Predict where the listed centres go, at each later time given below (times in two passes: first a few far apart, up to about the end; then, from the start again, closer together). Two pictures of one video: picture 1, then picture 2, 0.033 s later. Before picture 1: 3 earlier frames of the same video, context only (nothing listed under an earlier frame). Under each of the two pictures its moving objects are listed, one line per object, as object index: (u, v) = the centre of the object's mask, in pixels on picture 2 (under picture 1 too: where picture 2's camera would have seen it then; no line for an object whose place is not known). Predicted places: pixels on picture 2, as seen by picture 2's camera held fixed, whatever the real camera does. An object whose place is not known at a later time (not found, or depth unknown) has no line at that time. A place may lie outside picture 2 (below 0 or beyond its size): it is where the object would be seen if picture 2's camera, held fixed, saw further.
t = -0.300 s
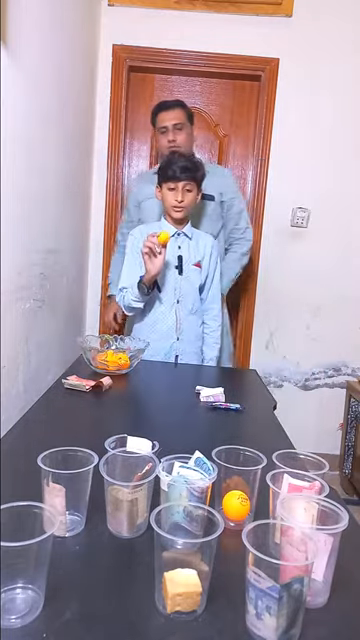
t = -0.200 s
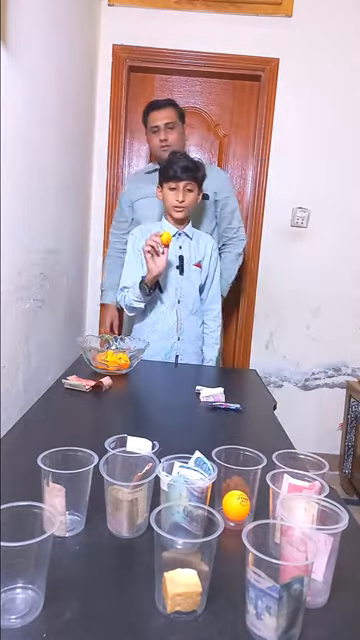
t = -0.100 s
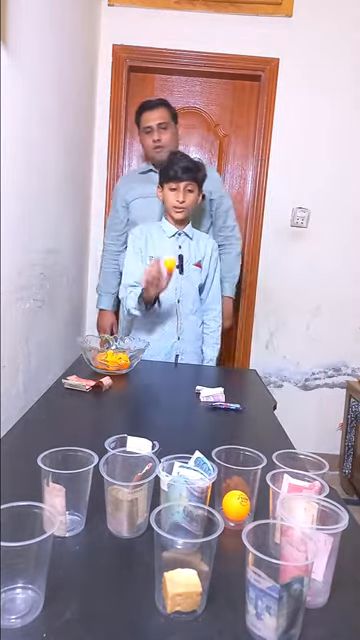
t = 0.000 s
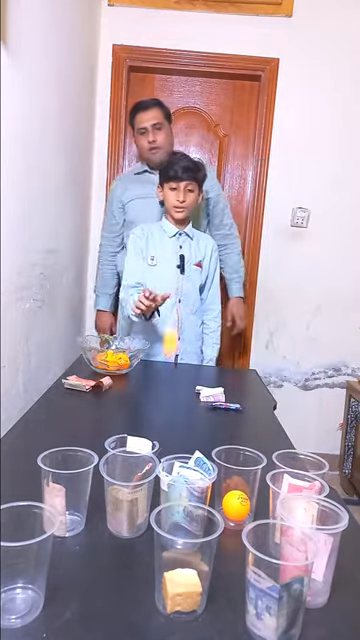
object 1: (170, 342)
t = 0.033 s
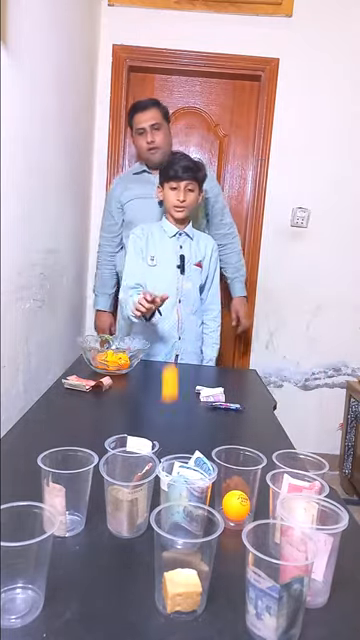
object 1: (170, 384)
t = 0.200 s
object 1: (188, 309)
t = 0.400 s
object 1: (207, 321)
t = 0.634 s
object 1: (183, 556)
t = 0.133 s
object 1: (180, 351)
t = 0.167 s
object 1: (184, 327)
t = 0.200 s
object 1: (188, 309)
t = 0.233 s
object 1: (193, 295)
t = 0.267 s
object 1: (196, 287)
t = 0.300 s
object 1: (200, 285)
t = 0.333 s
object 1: (202, 288)
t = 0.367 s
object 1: (205, 300)
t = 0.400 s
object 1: (207, 321)
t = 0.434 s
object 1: (209, 357)
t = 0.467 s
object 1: (209, 401)
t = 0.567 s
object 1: (176, 553)
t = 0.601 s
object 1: (171, 558)
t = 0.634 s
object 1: (183, 556)
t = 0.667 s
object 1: (194, 562)
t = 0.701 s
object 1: (184, 567)
